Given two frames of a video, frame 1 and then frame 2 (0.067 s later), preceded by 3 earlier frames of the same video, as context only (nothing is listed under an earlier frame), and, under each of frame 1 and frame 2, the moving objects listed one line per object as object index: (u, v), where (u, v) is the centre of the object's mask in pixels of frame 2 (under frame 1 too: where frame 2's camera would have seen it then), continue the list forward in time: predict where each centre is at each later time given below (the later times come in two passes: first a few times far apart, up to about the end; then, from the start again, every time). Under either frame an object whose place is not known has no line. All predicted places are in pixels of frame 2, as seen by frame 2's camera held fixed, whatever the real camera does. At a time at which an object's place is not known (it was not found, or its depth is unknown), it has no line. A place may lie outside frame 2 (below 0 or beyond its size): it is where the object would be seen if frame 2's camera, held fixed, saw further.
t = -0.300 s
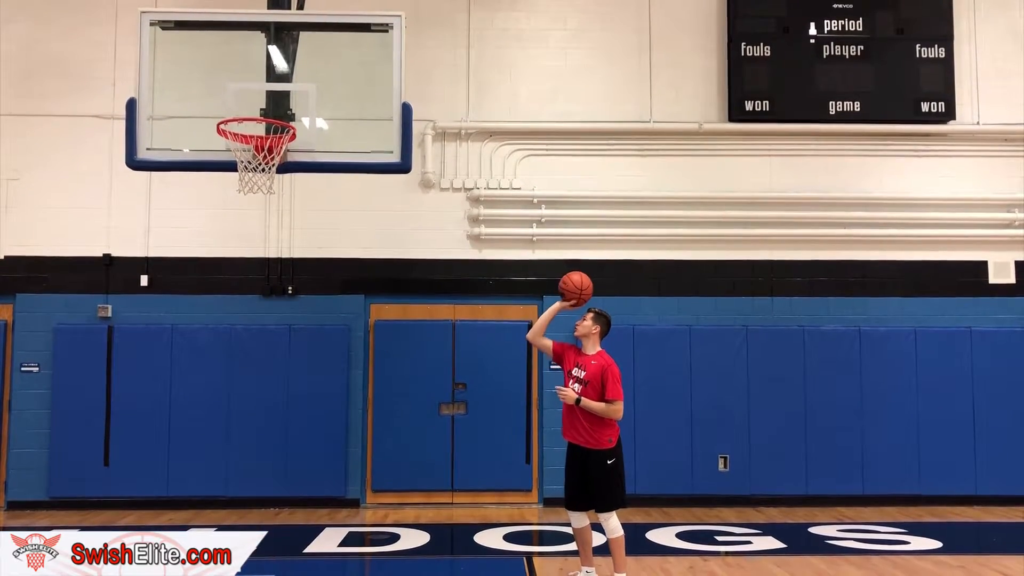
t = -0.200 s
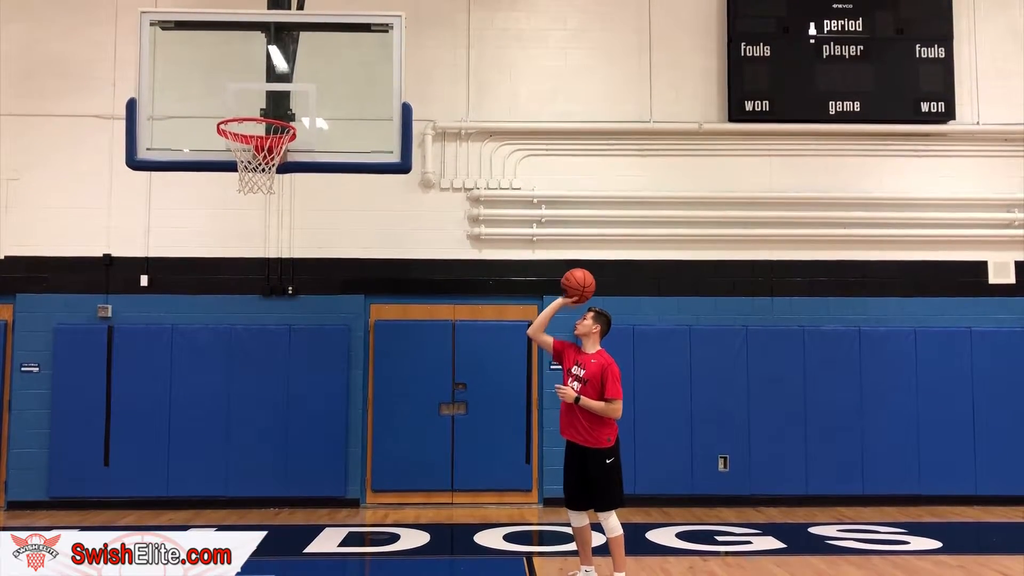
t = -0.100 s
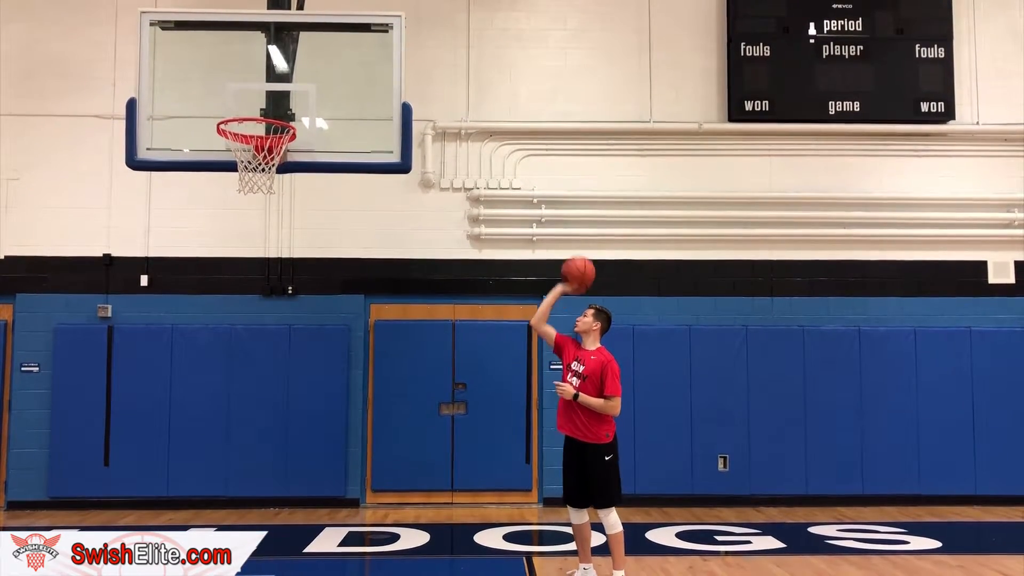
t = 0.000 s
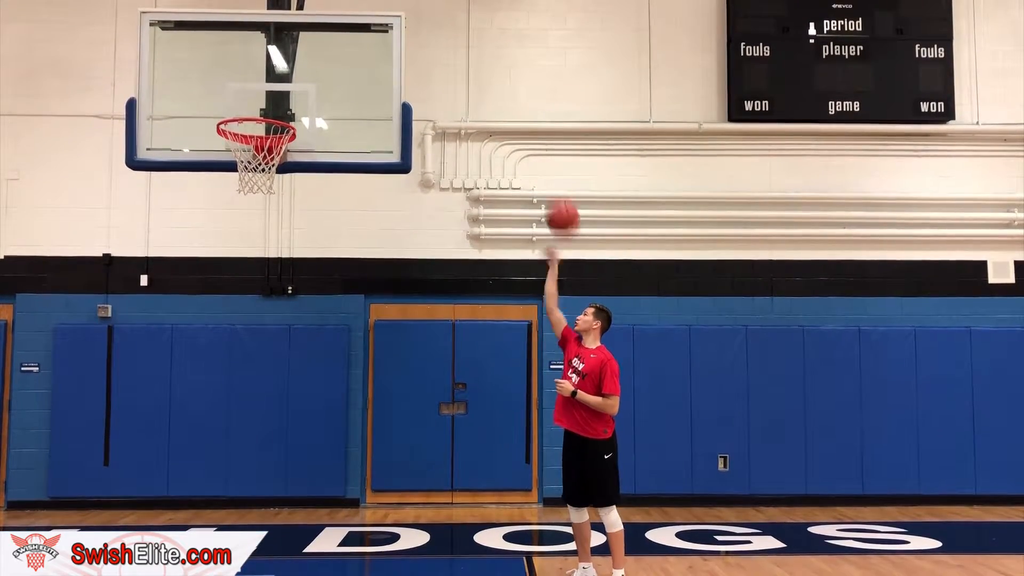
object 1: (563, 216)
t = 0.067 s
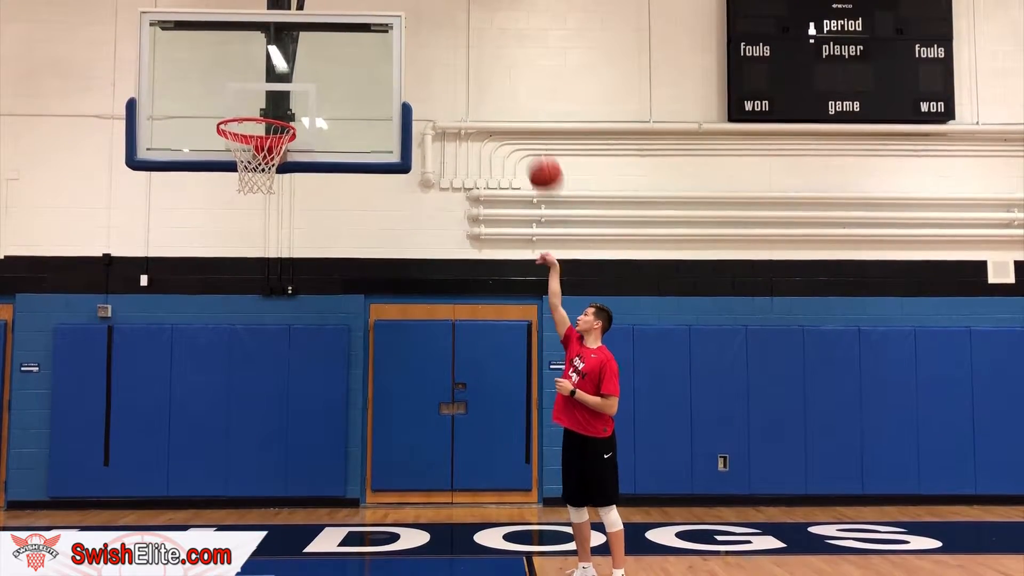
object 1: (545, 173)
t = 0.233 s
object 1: (502, 93)
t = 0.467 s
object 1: (443, 43)
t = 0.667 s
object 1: (438, 60)
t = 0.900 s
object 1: (483, 152)
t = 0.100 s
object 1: (537, 155)
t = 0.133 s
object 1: (528, 136)
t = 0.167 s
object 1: (520, 121)
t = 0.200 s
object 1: (511, 105)
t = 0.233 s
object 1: (502, 93)
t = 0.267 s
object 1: (494, 81)
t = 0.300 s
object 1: (486, 71)
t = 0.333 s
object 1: (477, 62)
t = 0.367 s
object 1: (468, 55)
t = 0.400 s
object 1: (460, 49)
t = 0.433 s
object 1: (451, 45)
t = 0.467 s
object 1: (443, 43)
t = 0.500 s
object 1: (434, 42)
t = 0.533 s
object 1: (426, 42)
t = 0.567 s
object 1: (421, 44)
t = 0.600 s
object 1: (426, 48)
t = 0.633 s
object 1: (432, 53)
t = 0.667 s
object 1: (438, 60)
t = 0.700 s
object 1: (444, 68)
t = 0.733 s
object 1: (451, 78)
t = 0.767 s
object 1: (457, 90)
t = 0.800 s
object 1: (464, 103)
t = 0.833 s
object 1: (470, 118)
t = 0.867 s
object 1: (476, 134)
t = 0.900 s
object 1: (483, 152)
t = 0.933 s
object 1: (489, 172)
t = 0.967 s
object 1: (496, 194)
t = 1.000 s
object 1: (503, 217)
